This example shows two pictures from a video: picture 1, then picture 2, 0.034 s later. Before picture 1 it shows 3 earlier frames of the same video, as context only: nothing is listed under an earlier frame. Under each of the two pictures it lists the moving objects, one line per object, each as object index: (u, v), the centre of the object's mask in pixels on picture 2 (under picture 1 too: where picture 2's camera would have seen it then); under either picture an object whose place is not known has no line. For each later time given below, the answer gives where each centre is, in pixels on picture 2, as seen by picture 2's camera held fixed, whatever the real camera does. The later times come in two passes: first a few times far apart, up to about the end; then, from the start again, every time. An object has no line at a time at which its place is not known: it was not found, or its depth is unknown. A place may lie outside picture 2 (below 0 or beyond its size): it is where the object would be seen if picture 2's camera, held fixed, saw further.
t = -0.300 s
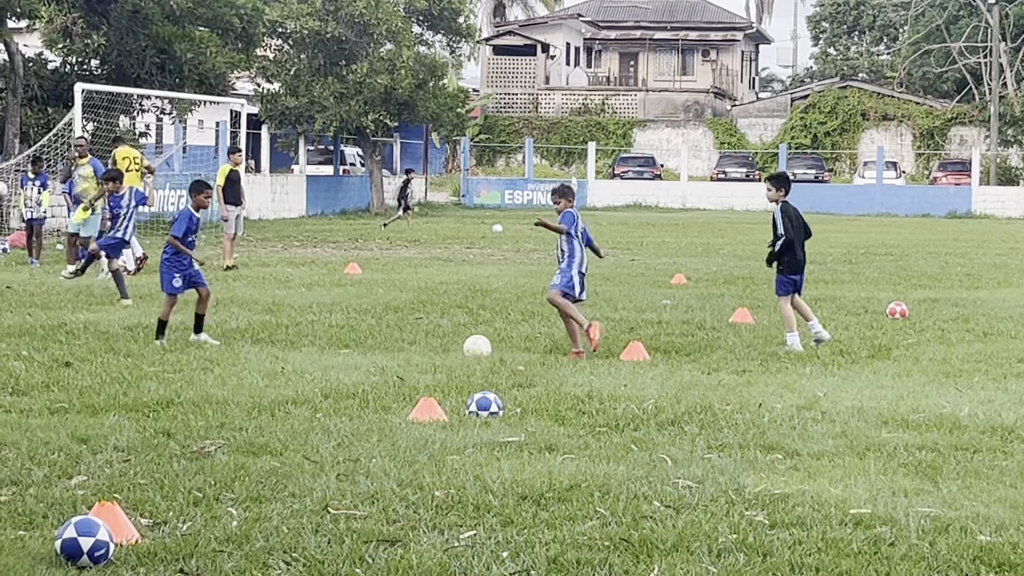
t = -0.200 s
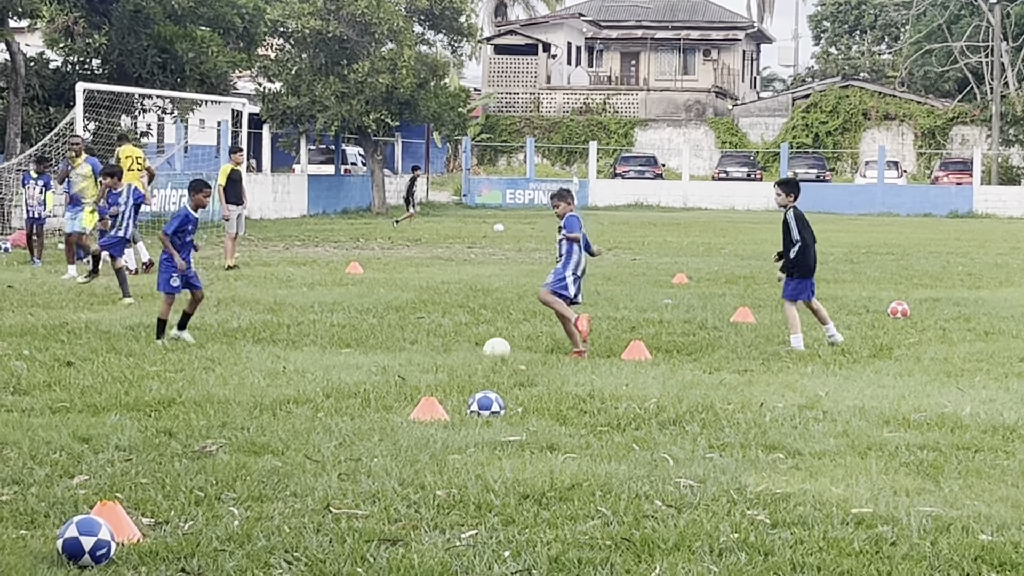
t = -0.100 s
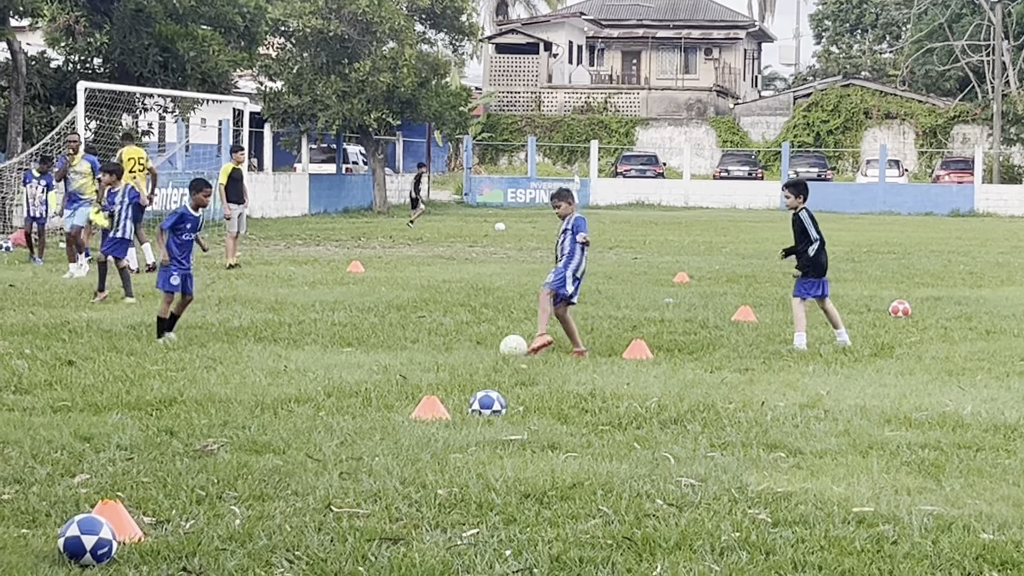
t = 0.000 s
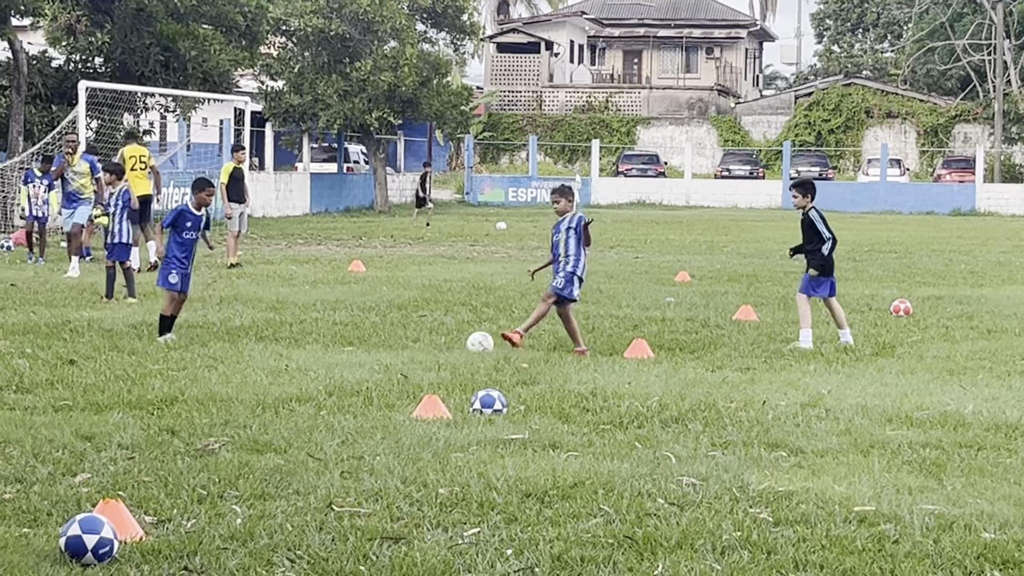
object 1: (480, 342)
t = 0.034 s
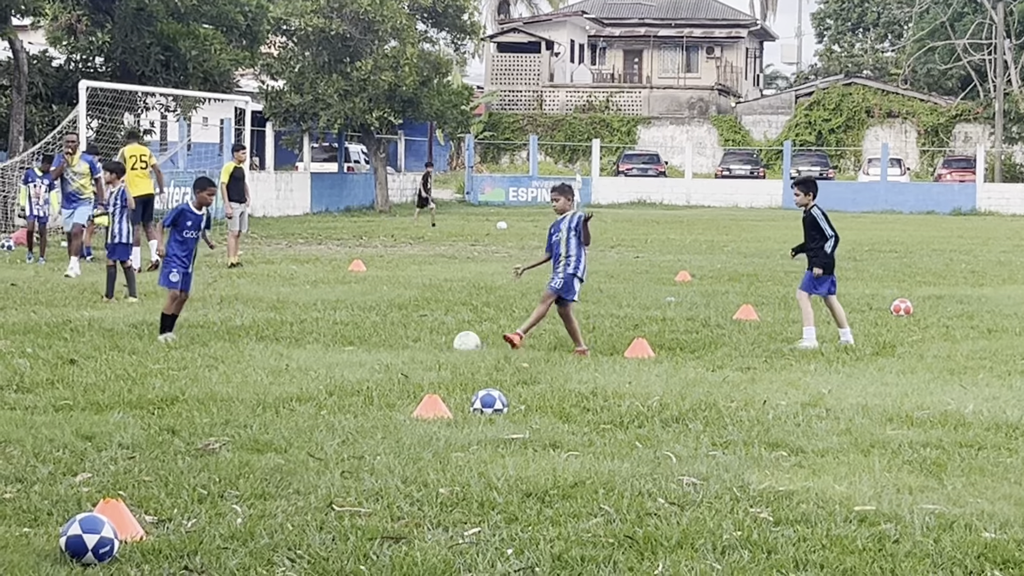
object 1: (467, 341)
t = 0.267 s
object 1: (400, 335)
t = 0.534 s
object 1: (350, 331)
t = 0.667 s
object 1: (329, 325)
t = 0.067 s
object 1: (455, 341)
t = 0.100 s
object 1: (444, 340)
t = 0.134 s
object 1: (435, 339)
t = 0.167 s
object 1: (425, 336)
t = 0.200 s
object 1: (416, 336)
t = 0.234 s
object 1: (408, 336)
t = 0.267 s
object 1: (400, 335)
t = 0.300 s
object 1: (393, 335)
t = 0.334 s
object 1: (387, 334)
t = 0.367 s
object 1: (381, 332)
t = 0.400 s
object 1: (374, 330)
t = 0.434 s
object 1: (368, 330)
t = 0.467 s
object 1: (361, 329)
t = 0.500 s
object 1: (355, 330)
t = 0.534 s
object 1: (350, 331)
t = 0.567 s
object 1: (345, 329)
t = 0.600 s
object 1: (339, 327)
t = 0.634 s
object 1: (334, 326)
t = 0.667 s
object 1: (329, 325)
